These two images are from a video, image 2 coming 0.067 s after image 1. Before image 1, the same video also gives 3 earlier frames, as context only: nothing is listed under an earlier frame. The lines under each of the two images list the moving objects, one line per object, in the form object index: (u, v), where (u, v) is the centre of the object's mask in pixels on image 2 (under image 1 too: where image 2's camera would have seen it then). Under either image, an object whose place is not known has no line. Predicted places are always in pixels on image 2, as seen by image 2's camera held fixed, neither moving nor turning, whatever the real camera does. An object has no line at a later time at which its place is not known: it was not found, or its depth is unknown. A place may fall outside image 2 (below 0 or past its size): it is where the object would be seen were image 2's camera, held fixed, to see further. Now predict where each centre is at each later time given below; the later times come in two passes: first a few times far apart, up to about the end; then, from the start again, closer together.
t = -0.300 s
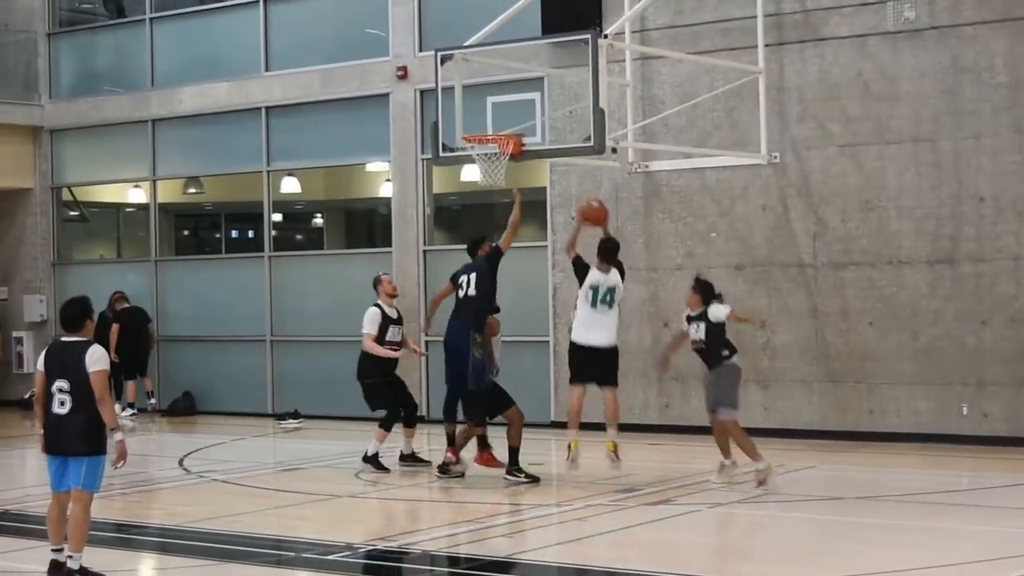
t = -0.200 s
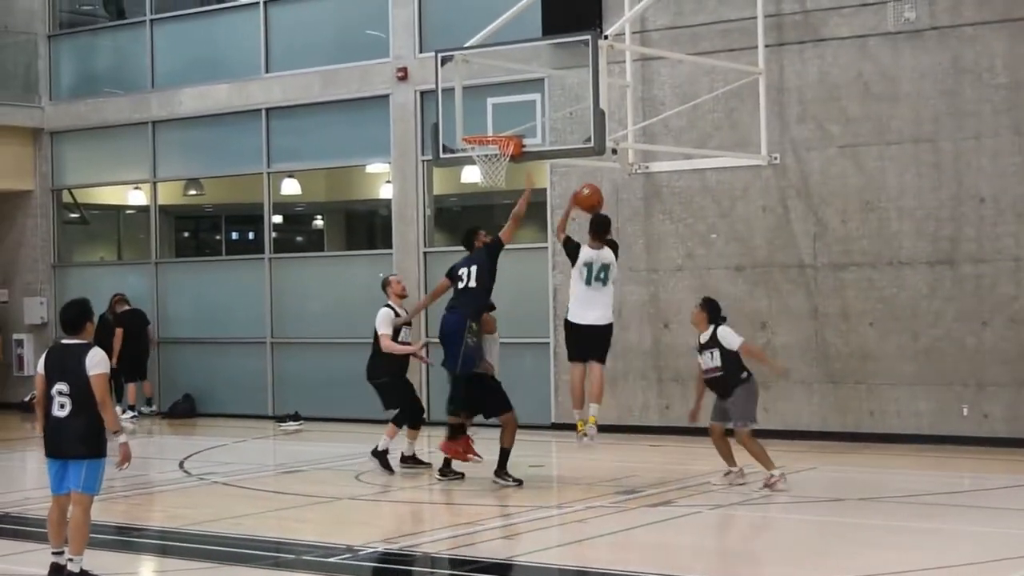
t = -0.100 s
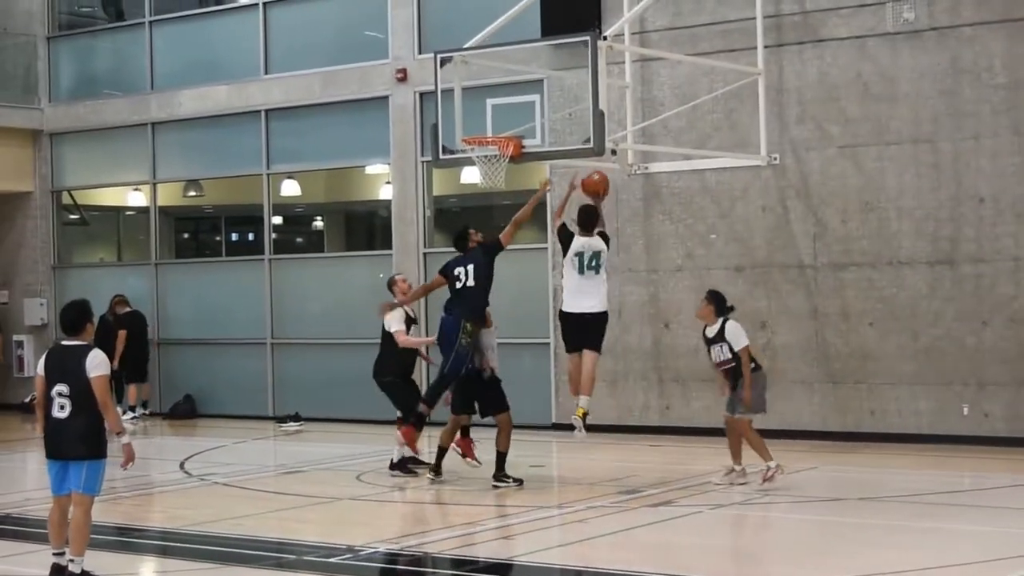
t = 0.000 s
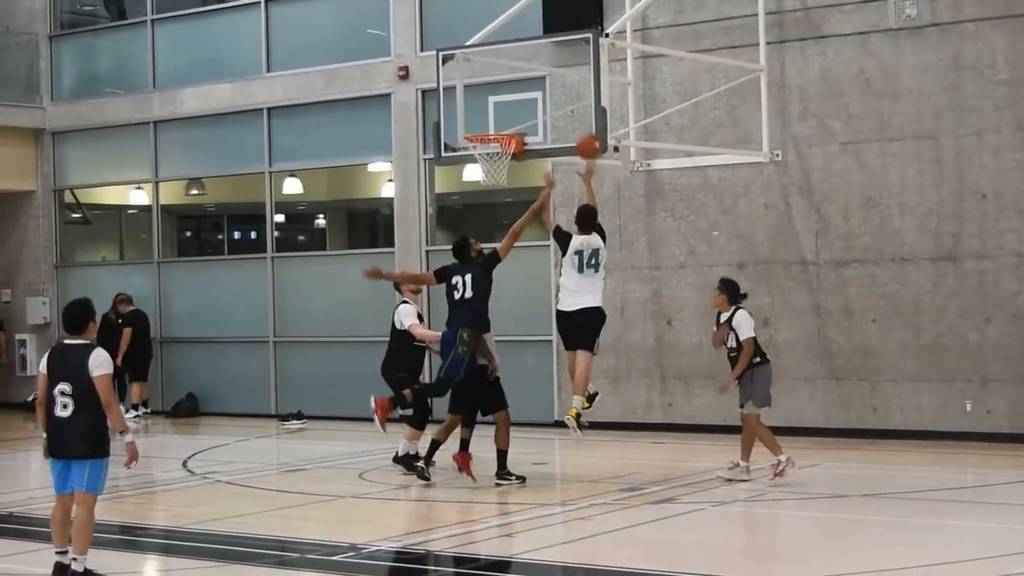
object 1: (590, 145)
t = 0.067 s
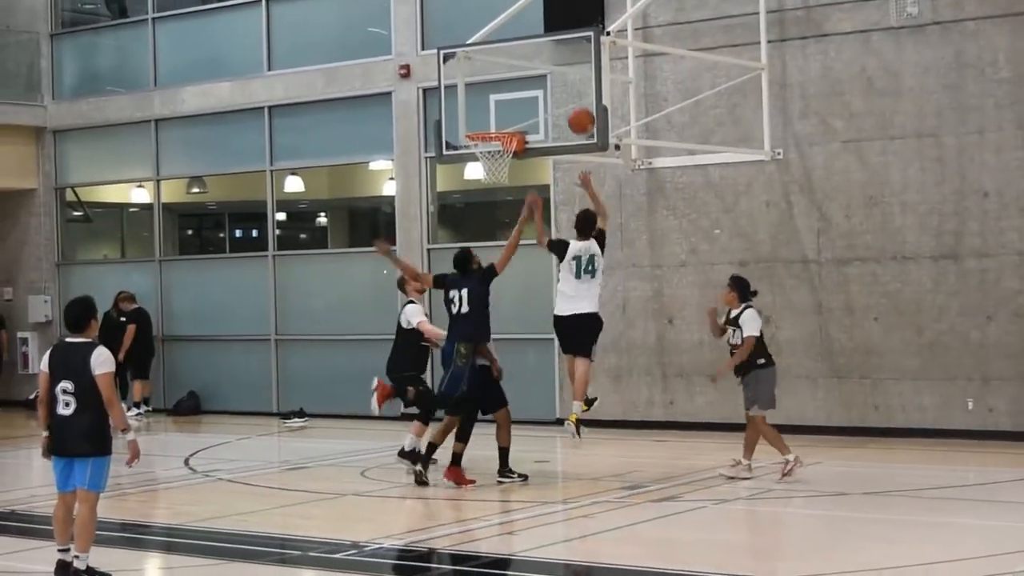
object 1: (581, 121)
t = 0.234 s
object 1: (559, 84)
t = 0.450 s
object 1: (531, 81)
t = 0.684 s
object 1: (490, 122)
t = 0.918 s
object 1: (490, 182)
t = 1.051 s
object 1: (498, 226)
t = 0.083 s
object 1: (579, 116)
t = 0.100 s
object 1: (577, 111)
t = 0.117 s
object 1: (575, 106)
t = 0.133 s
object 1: (573, 102)
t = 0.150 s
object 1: (571, 98)
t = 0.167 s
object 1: (568, 95)
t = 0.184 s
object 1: (566, 92)
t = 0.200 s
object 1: (564, 89)
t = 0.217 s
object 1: (561, 87)
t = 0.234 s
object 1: (559, 84)
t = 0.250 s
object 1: (557, 82)
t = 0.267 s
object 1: (555, 81)
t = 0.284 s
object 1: (553, 80)
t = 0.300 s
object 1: (552, 78)
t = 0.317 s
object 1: (550, 78)
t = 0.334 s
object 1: (548, 78)
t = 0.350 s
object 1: (546, 78)
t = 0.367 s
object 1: (544, 78)
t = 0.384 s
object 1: (542, 78)
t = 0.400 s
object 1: (540, 79)
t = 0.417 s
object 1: (537, 79)
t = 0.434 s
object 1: (533, 80)
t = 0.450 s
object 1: (531, 81)
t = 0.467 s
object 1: (528, 82)
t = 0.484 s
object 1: (525, 83)
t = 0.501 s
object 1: (522, 85)
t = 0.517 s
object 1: (519, 87)
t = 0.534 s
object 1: (516, 89)
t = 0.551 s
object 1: (513, 92)
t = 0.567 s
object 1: (509, 95)
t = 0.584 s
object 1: (507, 98)
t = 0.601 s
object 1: (504, 102)
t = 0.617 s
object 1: (501, 105)
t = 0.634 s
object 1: (498, 110)
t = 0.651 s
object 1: (495, 115)
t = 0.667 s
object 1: (493, 120)
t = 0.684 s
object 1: (490, 122)
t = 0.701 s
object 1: (487, 125)
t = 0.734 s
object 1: (482, 145)
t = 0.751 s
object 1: (485, 148)
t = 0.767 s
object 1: (482, 149)
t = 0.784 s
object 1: (481, 153)
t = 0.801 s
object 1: (482, 158)
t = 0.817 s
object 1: (483, 160)
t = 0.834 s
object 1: (484, 164)
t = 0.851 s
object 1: (486, 170)
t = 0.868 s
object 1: (486, 174)
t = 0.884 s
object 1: (487, 175)
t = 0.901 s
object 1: (489, 177)
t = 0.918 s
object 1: (490, 182)
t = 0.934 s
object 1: (492, 186)
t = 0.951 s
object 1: (492, 191)
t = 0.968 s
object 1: (491, 196)
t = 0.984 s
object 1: (494, 199)
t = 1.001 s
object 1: (494, 205)
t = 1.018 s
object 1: (497, 213)
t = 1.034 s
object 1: (497, 219)
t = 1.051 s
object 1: (498, 226)
